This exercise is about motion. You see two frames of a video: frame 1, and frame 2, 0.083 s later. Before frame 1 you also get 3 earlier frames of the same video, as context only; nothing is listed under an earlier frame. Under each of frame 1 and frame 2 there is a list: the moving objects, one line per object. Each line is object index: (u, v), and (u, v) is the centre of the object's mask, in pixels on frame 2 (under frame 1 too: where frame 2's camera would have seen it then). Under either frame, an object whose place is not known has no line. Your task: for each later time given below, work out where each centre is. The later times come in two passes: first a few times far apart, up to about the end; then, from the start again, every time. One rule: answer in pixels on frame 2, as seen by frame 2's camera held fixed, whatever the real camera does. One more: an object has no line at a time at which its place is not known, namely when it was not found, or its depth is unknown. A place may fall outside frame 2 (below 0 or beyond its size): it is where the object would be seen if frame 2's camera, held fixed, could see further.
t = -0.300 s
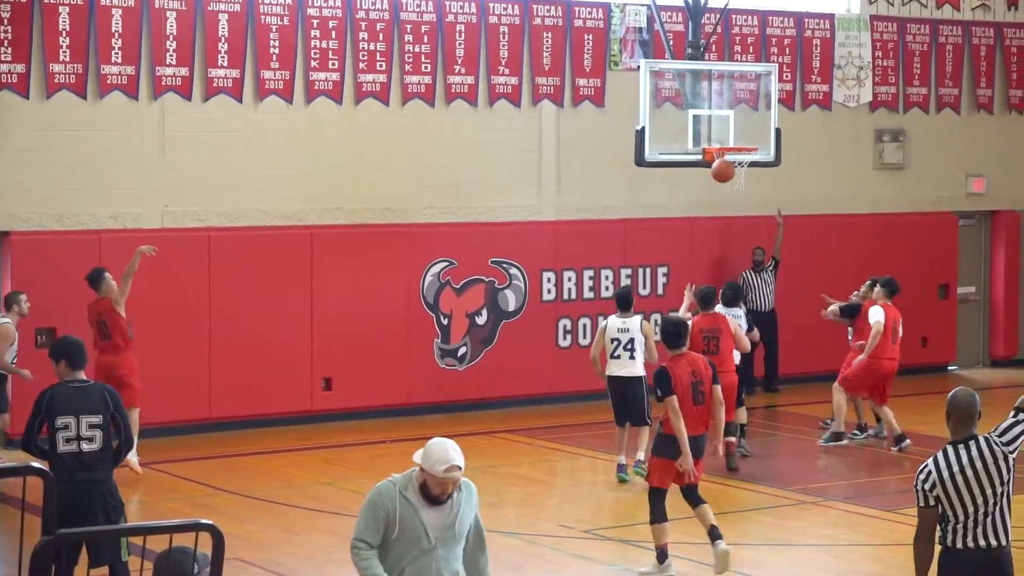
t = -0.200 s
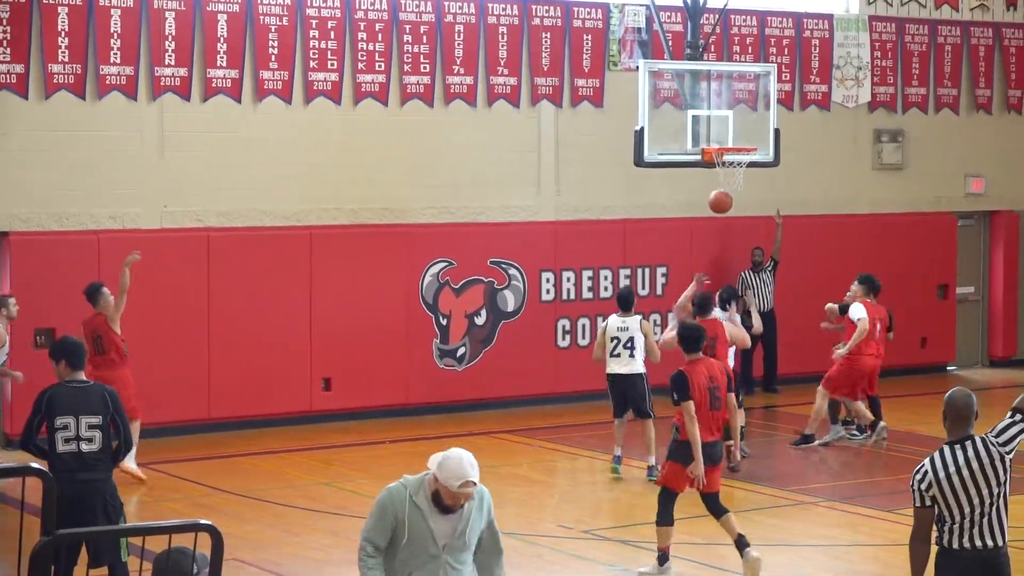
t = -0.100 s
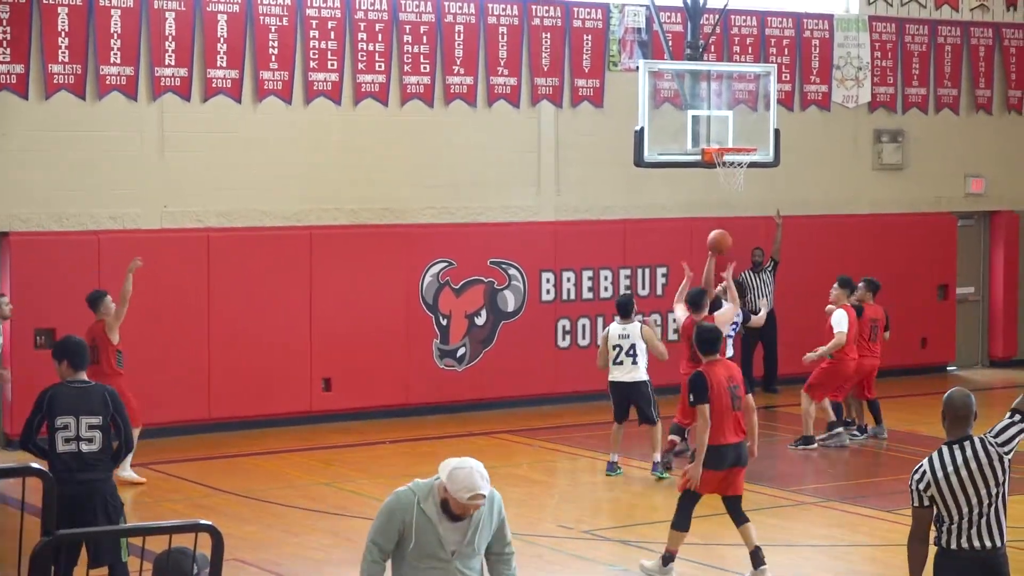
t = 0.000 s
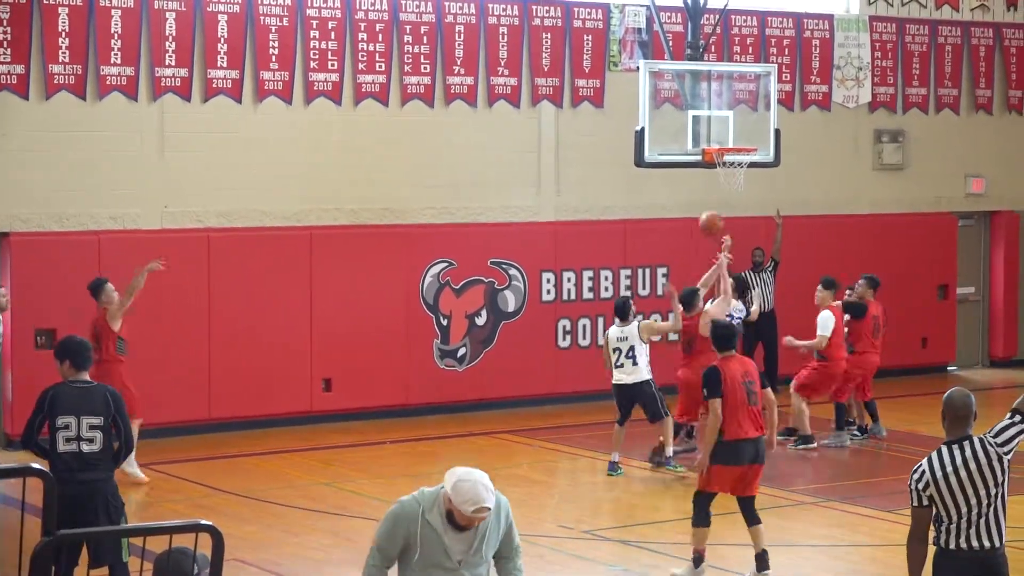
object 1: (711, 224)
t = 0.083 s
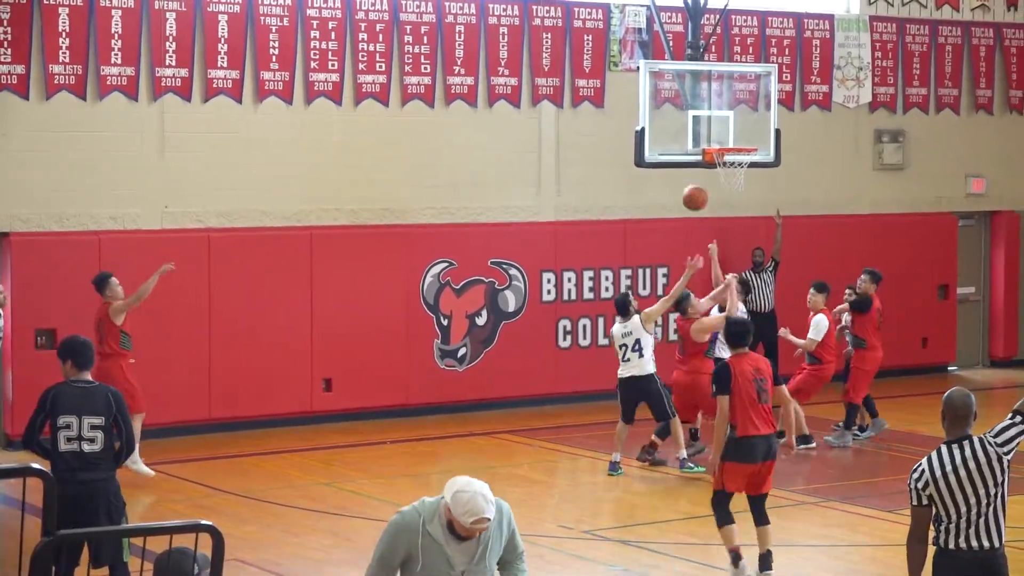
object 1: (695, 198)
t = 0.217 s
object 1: (666, 171)
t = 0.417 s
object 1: (622, 164)
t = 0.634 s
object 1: (573, 209)
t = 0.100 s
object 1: (691, 193)
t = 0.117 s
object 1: (688, 189)
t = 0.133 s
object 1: (684, 185)
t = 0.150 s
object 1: (681, 182)
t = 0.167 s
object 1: (677, 178)
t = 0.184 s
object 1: (674, 175)
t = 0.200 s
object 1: (670, 173)
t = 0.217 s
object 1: (666, 171)
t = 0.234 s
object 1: (663, 168)
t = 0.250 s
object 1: (659, 167)
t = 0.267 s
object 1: (655, 165)
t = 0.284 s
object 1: (652, 164)
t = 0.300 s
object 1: (648, 163)
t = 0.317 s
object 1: (645, 162)
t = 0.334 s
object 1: (641, 162)
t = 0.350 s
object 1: (637, 162)
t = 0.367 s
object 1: (633, 162)
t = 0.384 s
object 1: (630, 162)
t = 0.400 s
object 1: (626, 163)
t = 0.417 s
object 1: (622, 164)
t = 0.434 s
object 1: (619, 166)
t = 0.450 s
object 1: (615, 168)
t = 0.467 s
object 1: (611, 170)
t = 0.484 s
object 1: (607, 172)
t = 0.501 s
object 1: (603, 175)
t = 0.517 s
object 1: (600, 178)
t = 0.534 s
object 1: (596, 182)
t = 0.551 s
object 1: (592, 186)
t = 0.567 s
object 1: (588, 190)
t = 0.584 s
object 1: (585, 194)
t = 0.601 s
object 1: (581, 199)
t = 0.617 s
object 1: (577, 204)
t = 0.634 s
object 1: (573, 209)
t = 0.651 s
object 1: (569, 214)
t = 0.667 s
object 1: (565, 220)
